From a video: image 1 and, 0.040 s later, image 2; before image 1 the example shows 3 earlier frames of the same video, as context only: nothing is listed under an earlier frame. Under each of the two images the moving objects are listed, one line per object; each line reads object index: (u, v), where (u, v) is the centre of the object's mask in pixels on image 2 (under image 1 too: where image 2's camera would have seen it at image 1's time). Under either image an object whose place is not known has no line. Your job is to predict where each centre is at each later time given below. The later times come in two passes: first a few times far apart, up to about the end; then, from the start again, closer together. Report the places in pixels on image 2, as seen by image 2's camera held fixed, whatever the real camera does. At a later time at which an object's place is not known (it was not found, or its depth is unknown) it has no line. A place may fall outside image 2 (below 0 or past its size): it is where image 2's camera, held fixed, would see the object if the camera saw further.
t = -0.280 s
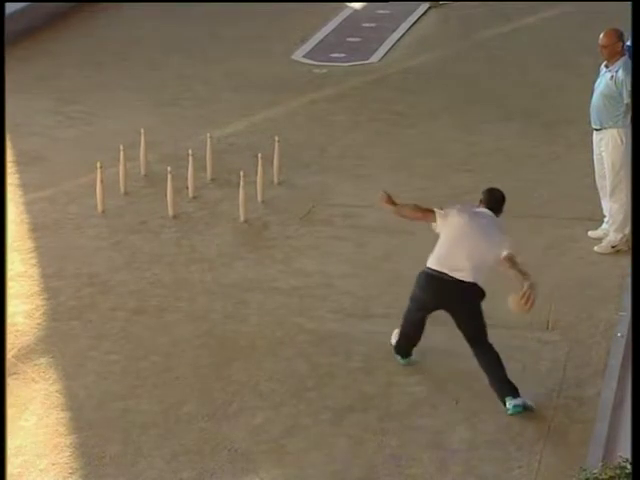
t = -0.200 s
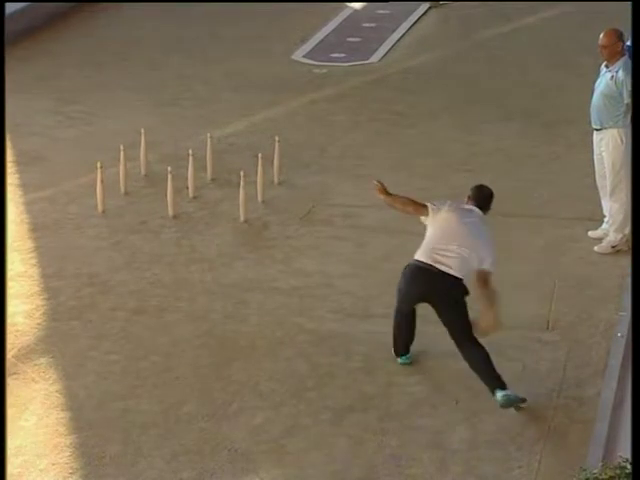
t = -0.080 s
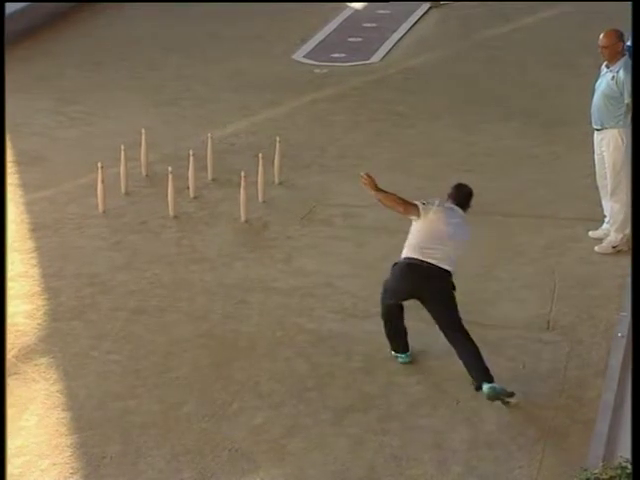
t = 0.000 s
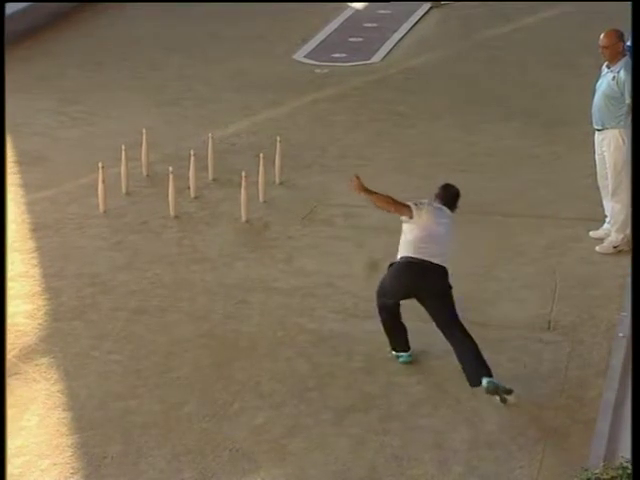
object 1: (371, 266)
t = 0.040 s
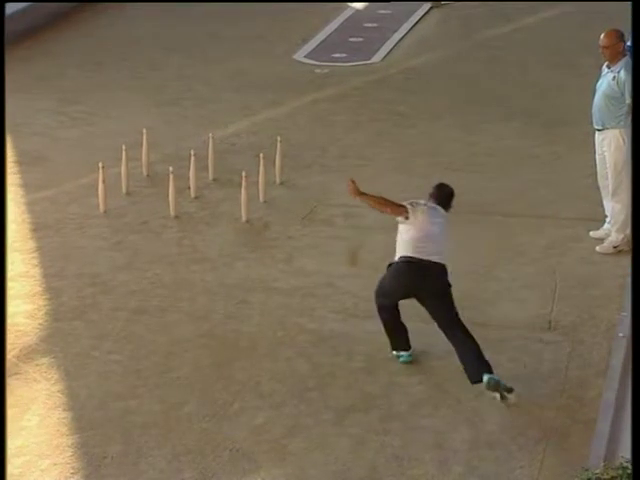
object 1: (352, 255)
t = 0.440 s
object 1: (216, 185)
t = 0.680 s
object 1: (188, 175)
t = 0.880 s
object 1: (180, 164)
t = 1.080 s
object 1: (170, 149)
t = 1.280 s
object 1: (164, 138)
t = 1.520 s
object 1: (158, 126)
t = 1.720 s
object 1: (150, 115)
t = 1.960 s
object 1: (150, 104)
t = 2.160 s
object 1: (146, 98)
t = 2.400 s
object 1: (141, 90)
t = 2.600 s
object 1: (143, 85)
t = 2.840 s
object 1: (138, 77)
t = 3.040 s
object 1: (141, 76)
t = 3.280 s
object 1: (146, 71)
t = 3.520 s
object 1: (145, 68)
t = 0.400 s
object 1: (224, 189)
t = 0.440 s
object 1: (216, 185)
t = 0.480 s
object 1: (204, 181)
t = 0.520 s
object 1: (198, 176)
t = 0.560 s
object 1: (195, 175)
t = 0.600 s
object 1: (192, 175)
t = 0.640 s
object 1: (189, 176)
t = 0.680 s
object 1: (188, 175)
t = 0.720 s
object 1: (190, 174)
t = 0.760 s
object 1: (184, 172)
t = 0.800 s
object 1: (183, 171)
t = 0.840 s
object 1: (181, 168)
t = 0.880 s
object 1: (180, 164)
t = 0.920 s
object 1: (177, 160)
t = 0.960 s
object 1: (176, 157)
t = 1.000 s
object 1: (174, 156)
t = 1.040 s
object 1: (171, 152)
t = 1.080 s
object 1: (170, 149)
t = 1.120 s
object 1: (169, 148)
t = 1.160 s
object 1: (169, 146)
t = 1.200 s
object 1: (167, 143)
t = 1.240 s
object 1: (165, 140)
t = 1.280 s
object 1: (164, 138)
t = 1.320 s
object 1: (163, 137)
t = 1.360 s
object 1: (161, 134)
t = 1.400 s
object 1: (160, 132)
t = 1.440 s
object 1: (160, 131)
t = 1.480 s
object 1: (159, 129)
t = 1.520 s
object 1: (158, 126)
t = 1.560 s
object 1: (158, 126)
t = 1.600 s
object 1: (156, 122)
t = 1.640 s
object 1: (156, 120)
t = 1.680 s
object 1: (155, 119)
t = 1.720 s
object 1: (150, 115)
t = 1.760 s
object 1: (149, 114)
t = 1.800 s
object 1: (151, 113)
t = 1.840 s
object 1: (150, 112)
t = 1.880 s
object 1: (151, 106)
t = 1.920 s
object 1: (151, 105)
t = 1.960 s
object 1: (150, 104)
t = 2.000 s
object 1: (149, 103)
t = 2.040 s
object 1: (147, 102)
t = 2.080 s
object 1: (146, 98)
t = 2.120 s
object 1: (146, 98)
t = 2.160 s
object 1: (146, 98)
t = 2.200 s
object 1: (146, 96)
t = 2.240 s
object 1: (145, 96)
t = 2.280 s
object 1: (145, 95)
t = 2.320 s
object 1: (144, 93)
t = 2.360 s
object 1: (141, 90)
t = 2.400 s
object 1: (141, 90)
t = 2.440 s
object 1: (142, 89)
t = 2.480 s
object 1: (143, 87)
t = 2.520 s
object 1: (143, 87)
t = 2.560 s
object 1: (143, 86)
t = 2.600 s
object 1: (143, 85)
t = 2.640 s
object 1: (143, 83)
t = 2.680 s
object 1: (143, 80)
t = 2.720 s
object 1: (143, 79)
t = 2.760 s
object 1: (141, 78)
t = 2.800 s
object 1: (139, 77)
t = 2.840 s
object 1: (138, 77)
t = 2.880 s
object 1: (139, 77)
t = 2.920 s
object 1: (138, 76)
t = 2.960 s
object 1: (140, 76)
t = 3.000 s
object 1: (139, 75)
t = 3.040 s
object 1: (141, 76)
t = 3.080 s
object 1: (143, 75)
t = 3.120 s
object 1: (144, 75)
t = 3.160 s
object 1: (145, 73)
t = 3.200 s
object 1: (145, 73)
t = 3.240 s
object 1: (146, 72)
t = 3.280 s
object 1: (146, 71)
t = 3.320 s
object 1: (146, 71)
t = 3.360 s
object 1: (146, 69)
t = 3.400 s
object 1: (146, 69)
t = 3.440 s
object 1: (146, 69)
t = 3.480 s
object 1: (145, 68)
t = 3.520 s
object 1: (145, 68)
